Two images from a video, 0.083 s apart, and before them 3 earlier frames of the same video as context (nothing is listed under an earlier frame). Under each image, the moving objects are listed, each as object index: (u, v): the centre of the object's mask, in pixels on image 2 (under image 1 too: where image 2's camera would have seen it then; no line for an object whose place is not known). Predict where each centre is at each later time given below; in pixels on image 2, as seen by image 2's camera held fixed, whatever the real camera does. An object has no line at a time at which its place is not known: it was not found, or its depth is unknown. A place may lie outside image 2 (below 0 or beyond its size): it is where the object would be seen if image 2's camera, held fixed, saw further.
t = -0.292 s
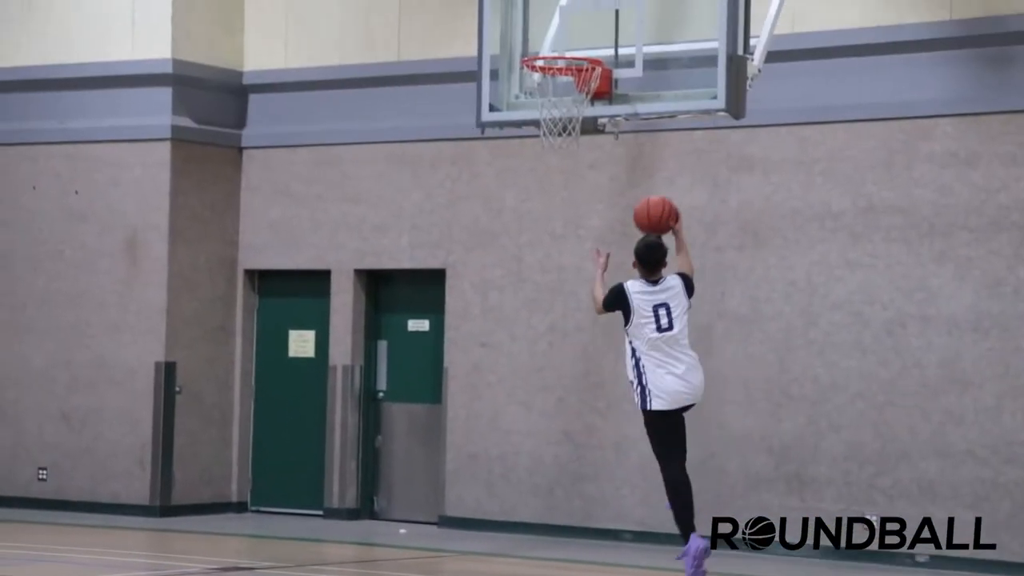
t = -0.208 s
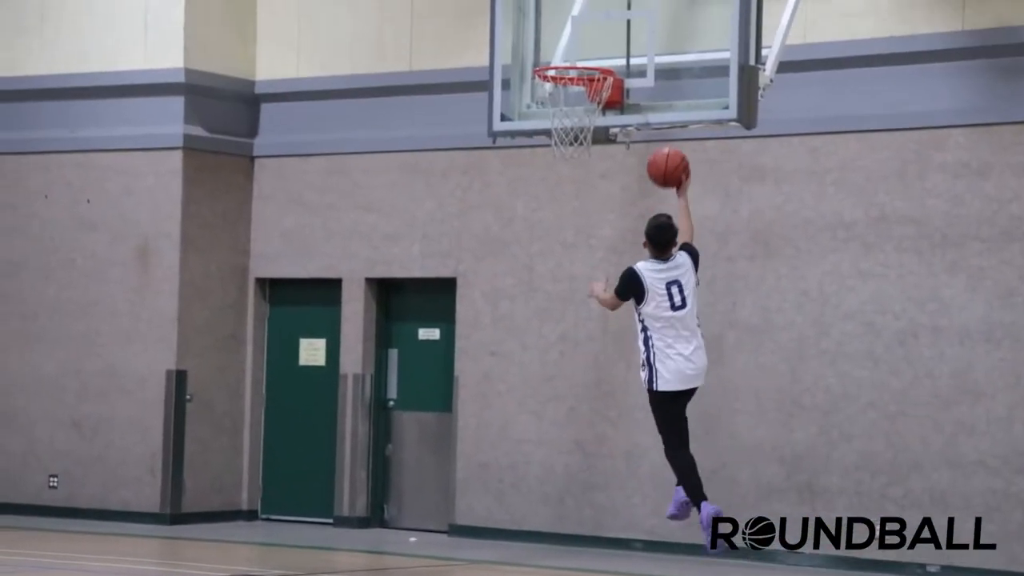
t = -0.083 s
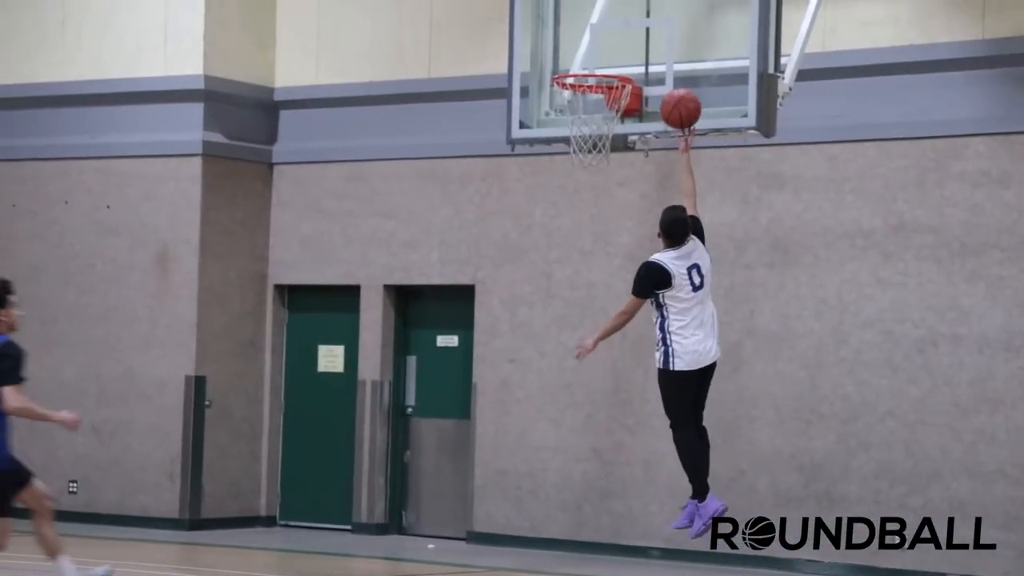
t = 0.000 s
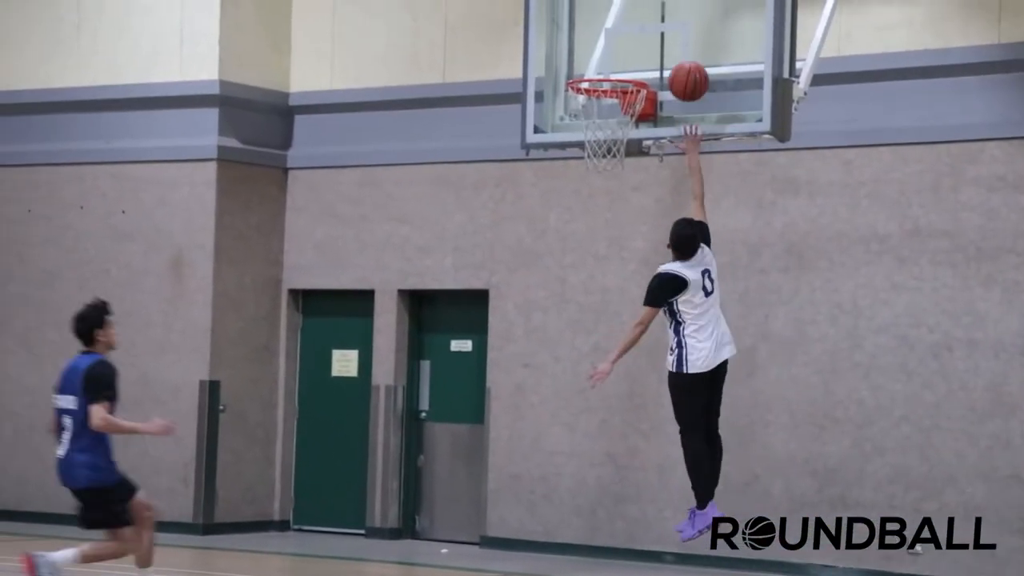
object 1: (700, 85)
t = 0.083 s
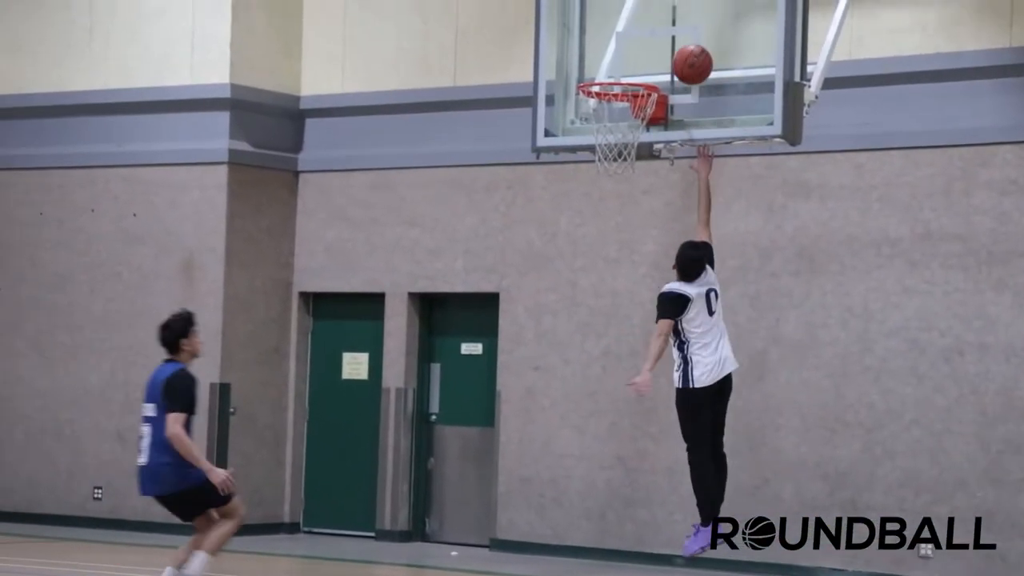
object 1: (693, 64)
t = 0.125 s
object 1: (684, 56)
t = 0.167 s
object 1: (675, 51)
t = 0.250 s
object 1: (658, 49)
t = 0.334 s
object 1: (640, 59)
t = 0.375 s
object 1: (631, 66)
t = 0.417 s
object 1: (622, 81)
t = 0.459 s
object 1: (612, 96)
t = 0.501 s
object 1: (604, 113)
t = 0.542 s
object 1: (598, 128)
